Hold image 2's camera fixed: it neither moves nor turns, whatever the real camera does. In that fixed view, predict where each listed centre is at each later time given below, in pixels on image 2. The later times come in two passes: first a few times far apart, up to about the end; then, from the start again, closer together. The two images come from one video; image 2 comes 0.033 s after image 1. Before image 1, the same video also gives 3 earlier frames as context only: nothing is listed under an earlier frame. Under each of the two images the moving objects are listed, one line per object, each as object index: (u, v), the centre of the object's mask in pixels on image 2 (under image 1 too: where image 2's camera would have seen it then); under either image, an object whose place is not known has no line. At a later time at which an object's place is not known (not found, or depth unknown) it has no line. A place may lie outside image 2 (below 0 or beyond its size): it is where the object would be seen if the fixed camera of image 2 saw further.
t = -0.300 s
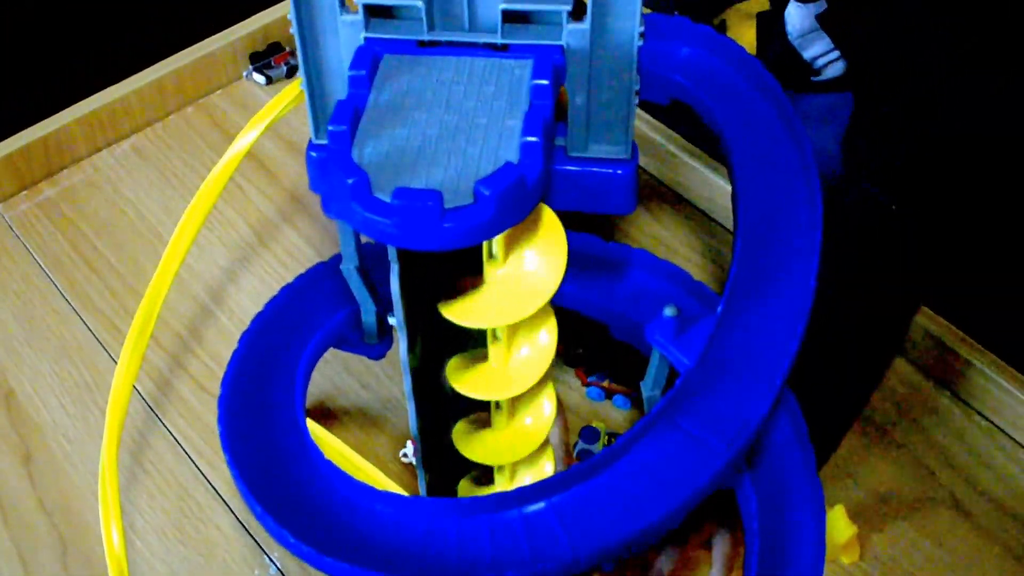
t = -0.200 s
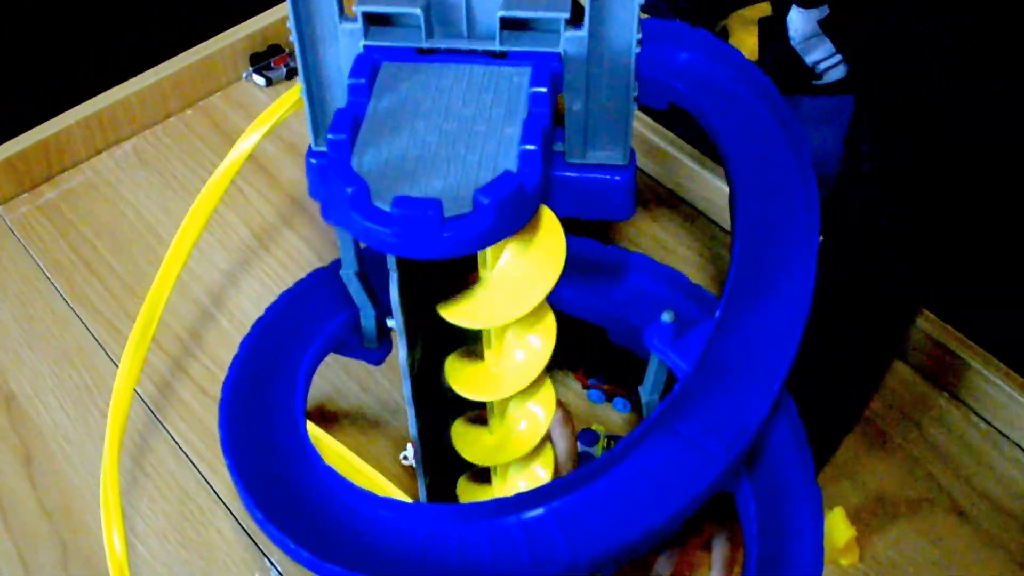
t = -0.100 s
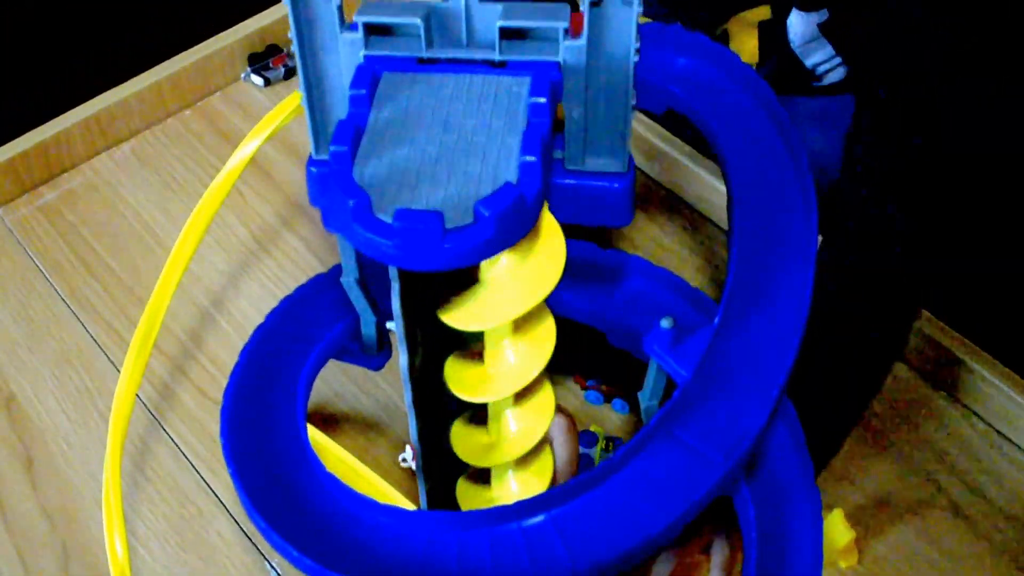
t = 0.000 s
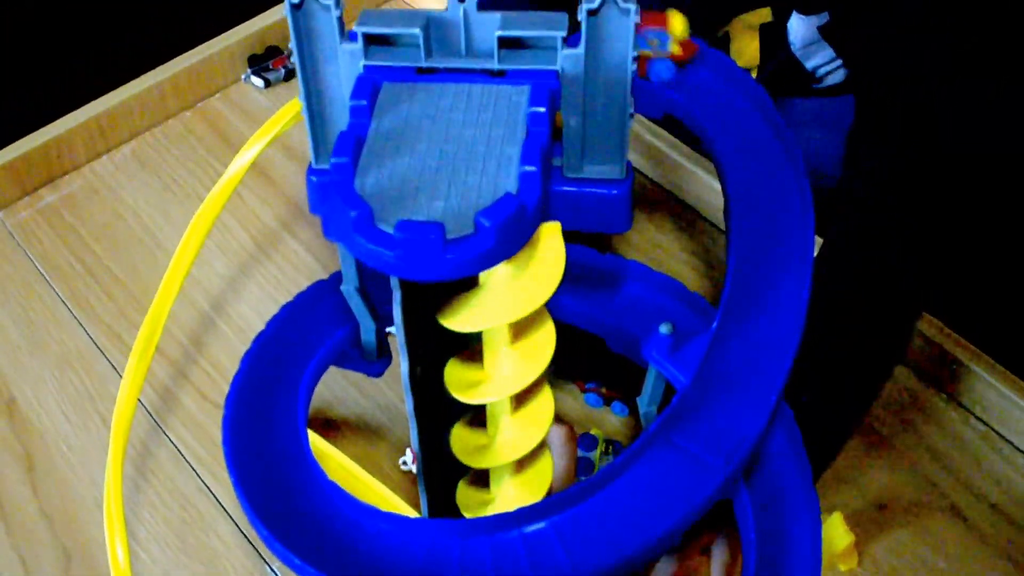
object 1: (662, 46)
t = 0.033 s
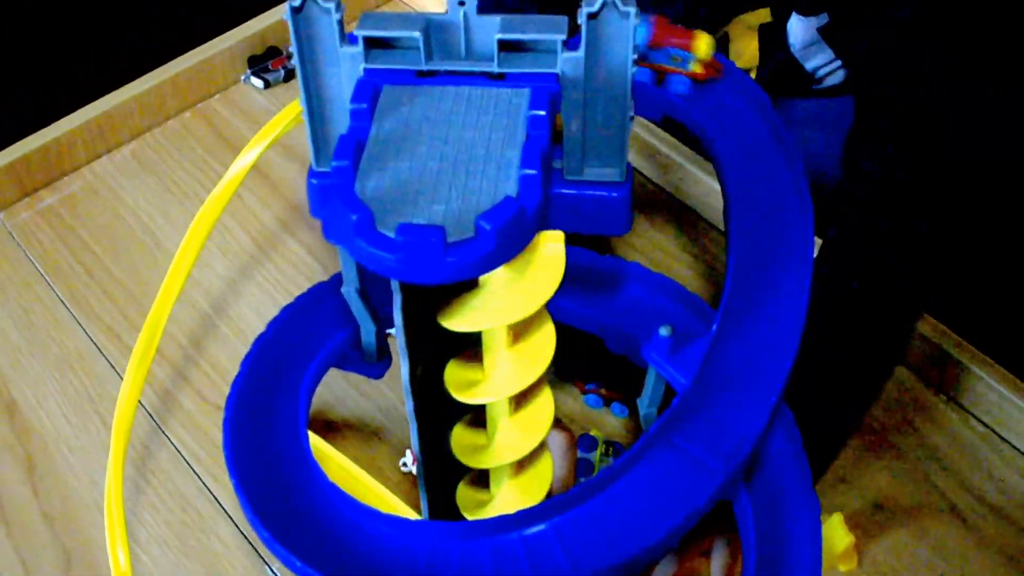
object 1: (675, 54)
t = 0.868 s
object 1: (283, 496)
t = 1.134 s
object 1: (268, 361)
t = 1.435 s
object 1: (341, 287)
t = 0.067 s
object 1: (694, 65)
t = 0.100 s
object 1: (718, 81)
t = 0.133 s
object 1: (739, 99)
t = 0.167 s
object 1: (756, 125)
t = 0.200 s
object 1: (769, 152)
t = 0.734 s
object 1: (364, 546)
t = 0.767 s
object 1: (337, 540)
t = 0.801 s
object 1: (318, 527)
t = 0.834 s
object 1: (299, 512)
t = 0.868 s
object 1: (283, 496)
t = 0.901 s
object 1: (269, 479)
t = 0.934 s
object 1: (261, 461)
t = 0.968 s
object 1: (256, 443)
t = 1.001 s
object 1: (254, 423)
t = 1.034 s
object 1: (253, 406)
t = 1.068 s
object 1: (256, 389)
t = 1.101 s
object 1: (260, 374)
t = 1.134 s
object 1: (268, 361)
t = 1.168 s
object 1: (276, 349)
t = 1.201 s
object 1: (282, 336)
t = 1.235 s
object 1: (292, 324)
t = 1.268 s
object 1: (303, 313)
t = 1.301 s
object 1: (313, 304)
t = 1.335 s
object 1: (319, 299)
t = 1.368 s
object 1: (325, 290)
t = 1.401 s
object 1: (334, 284)
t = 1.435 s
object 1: (341, 287)
